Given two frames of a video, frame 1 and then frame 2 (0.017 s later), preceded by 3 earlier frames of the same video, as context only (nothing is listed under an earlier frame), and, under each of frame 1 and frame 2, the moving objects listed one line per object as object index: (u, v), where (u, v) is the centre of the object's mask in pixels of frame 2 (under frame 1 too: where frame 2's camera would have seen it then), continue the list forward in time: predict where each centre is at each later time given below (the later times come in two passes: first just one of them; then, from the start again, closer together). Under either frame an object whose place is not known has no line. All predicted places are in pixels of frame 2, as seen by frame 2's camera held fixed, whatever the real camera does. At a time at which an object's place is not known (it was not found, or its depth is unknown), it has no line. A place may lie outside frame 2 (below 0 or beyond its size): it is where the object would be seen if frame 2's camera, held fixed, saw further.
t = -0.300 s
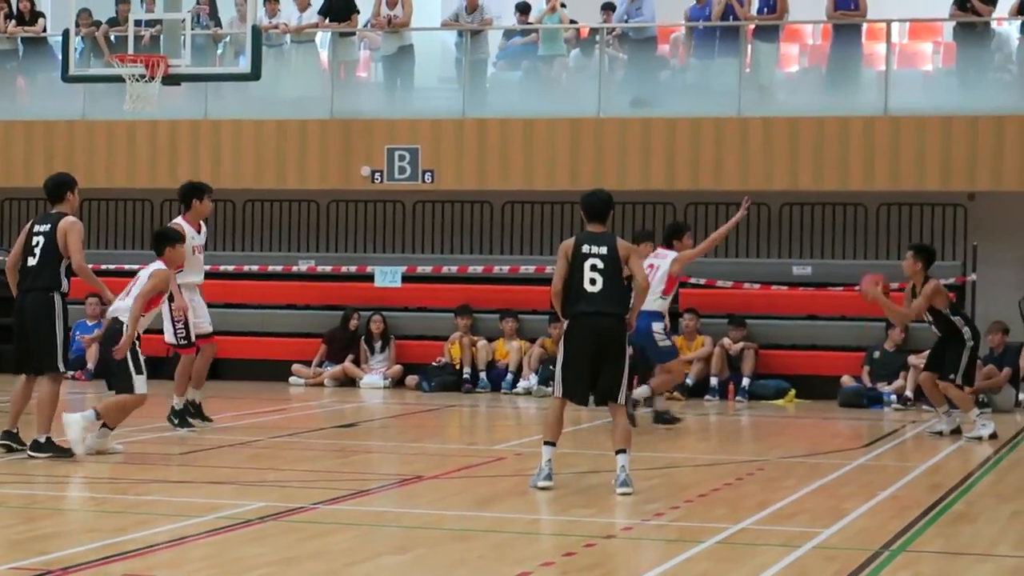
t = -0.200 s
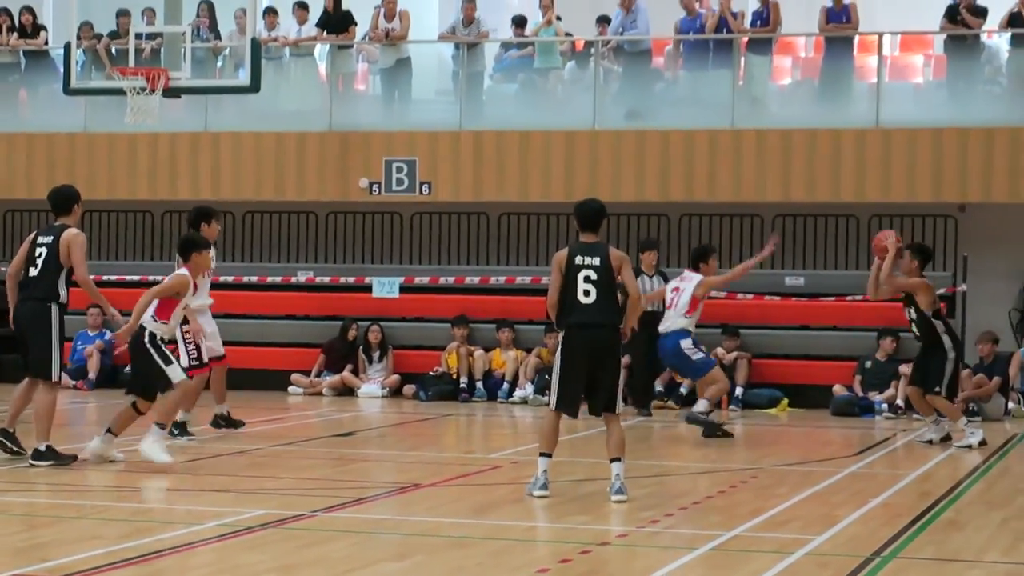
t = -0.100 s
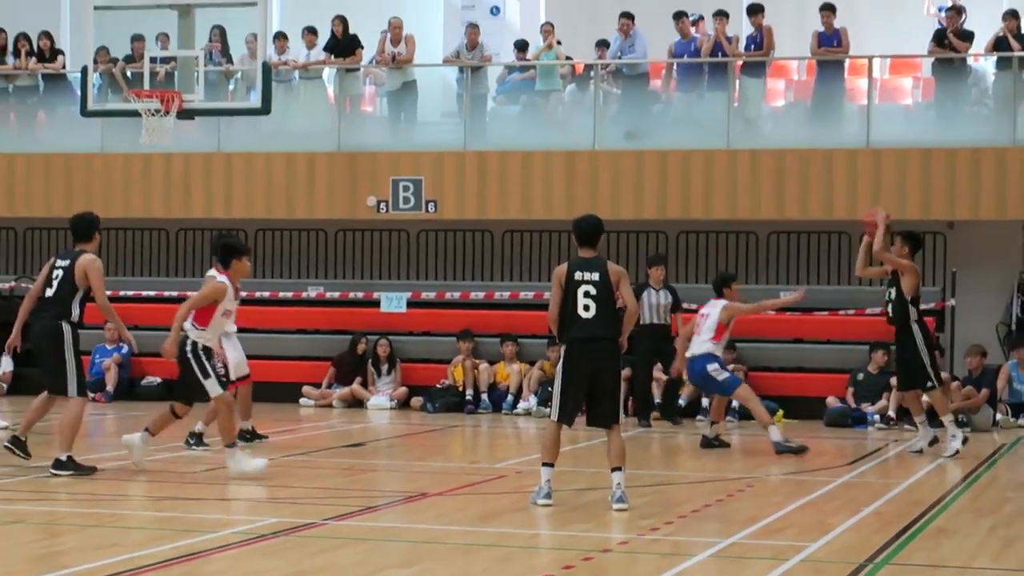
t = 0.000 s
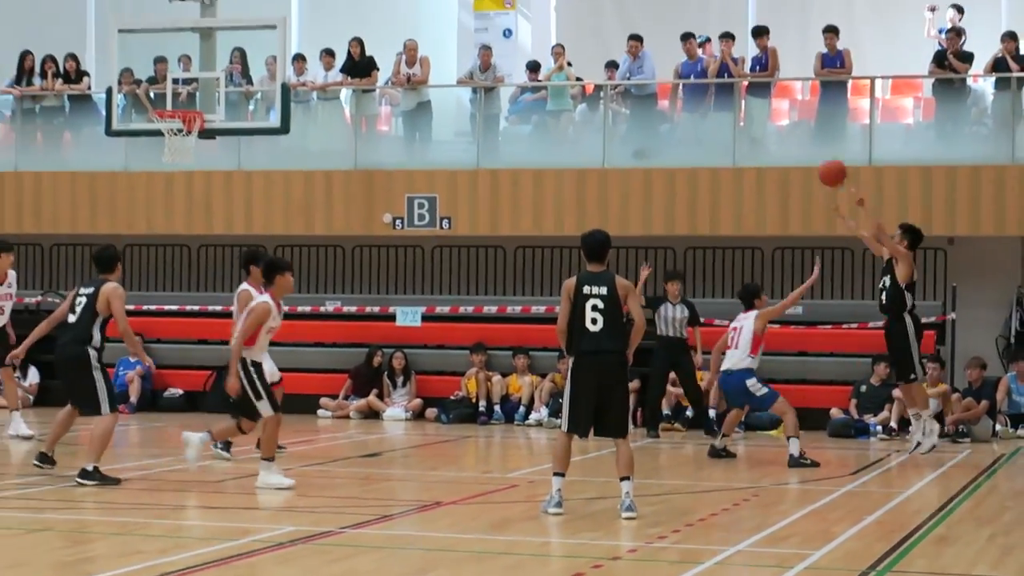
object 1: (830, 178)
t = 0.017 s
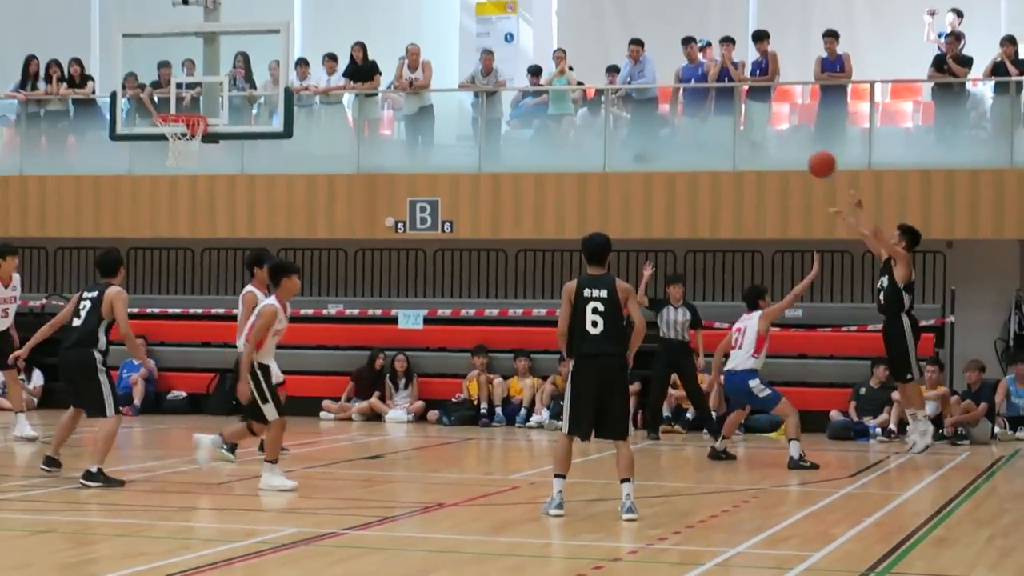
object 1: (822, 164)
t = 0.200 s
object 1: (708, 49)
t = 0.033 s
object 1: (811, 152)
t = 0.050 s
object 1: (801, 139)
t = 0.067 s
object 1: (791, 129)
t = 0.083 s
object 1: (780, 117)
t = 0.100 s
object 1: (770, 107)
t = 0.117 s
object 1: (760, 96)
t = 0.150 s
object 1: (739, 76)
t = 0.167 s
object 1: (729, 68)
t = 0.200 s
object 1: (708, 49)
